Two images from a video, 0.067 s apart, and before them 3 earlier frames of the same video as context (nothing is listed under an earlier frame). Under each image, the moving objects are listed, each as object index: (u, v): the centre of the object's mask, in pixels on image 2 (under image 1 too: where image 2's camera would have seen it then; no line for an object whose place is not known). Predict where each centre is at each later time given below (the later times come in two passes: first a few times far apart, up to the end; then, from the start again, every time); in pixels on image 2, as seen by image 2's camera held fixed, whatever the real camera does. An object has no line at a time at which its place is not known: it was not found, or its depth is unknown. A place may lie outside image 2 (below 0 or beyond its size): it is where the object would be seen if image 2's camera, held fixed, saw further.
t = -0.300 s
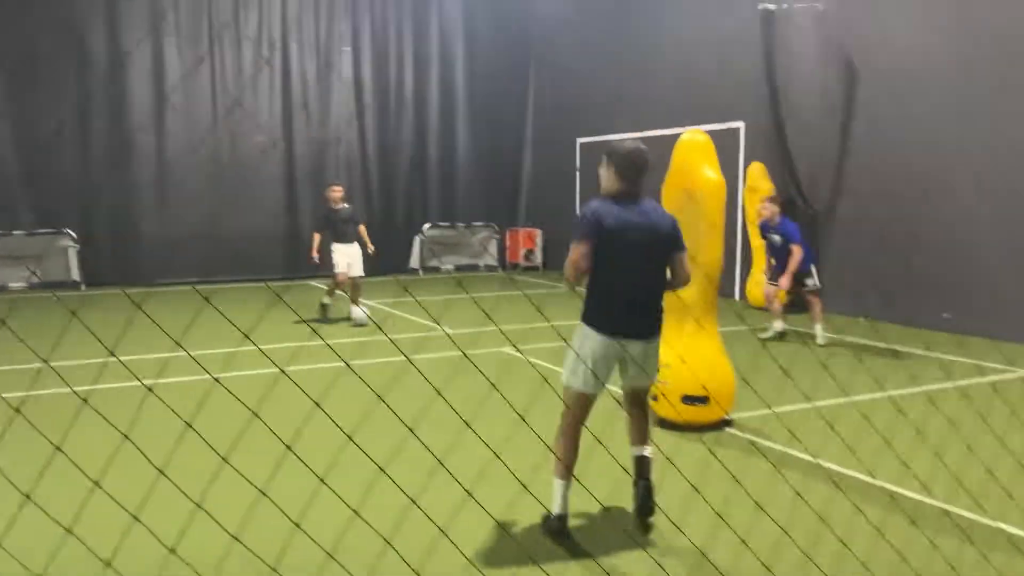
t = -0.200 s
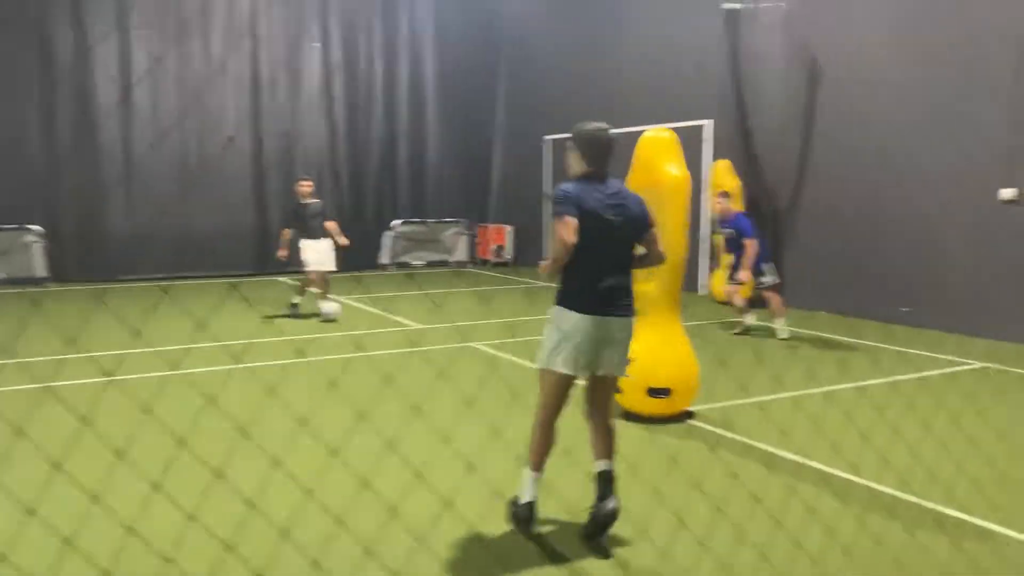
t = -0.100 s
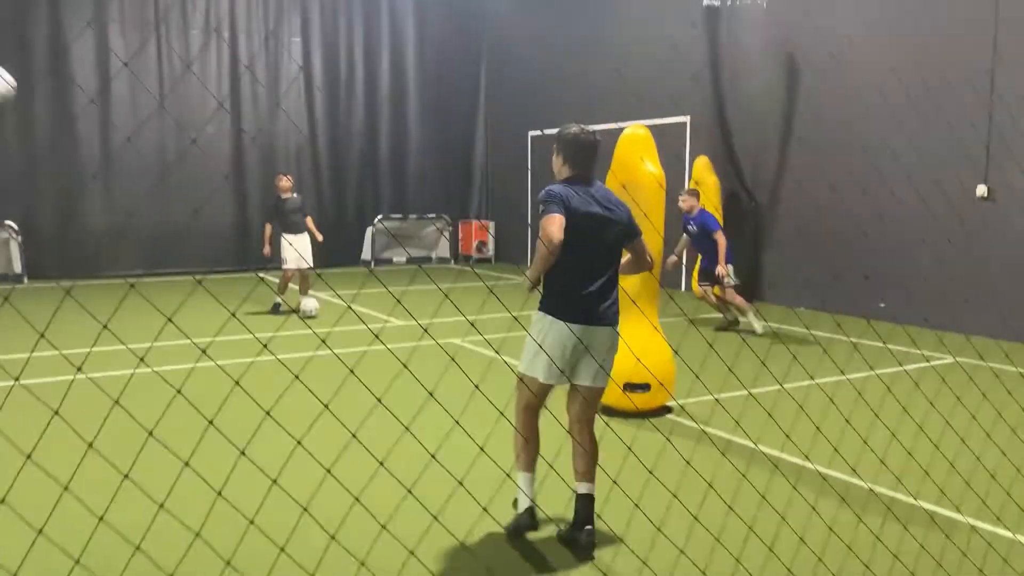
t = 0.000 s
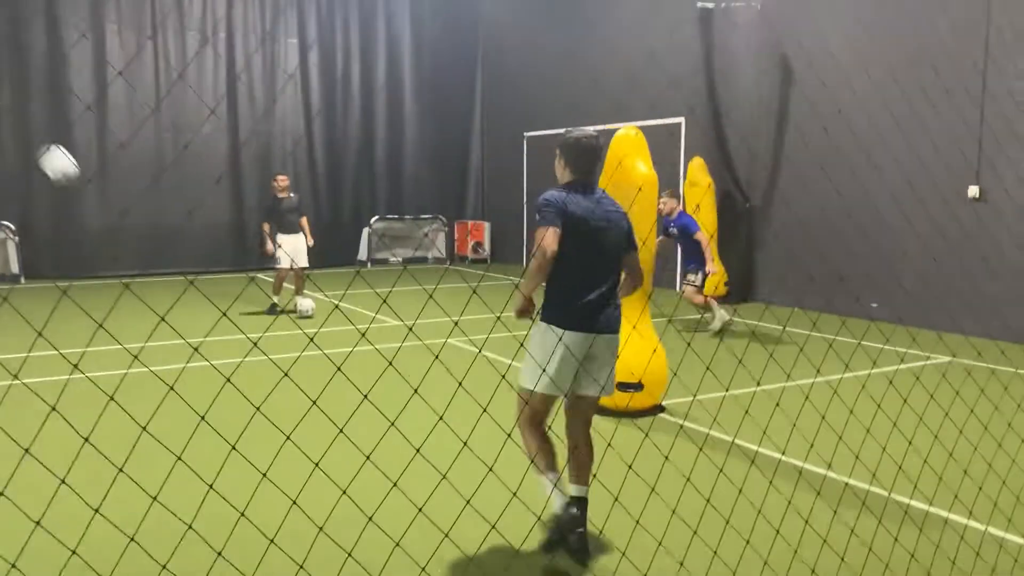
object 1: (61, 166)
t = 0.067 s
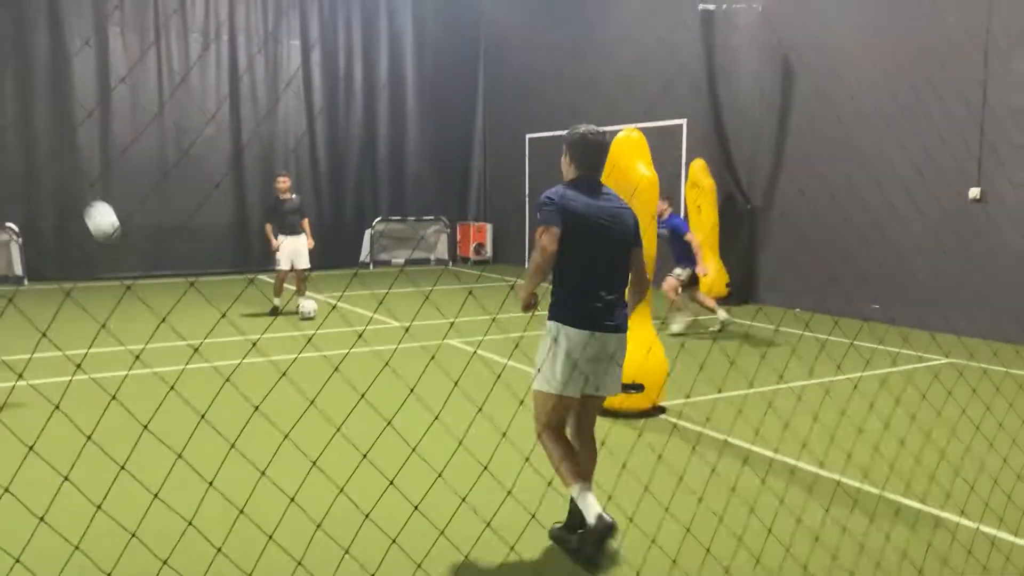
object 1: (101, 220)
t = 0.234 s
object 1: (190, 351)
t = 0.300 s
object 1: (210, 299)
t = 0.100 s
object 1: (121, 248)
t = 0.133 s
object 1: (139, 275)
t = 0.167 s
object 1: (159, 303)
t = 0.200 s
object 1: (176, 332)
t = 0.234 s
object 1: (190, 351)
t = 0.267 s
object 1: (201, 324)
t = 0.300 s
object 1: (210, 299)
